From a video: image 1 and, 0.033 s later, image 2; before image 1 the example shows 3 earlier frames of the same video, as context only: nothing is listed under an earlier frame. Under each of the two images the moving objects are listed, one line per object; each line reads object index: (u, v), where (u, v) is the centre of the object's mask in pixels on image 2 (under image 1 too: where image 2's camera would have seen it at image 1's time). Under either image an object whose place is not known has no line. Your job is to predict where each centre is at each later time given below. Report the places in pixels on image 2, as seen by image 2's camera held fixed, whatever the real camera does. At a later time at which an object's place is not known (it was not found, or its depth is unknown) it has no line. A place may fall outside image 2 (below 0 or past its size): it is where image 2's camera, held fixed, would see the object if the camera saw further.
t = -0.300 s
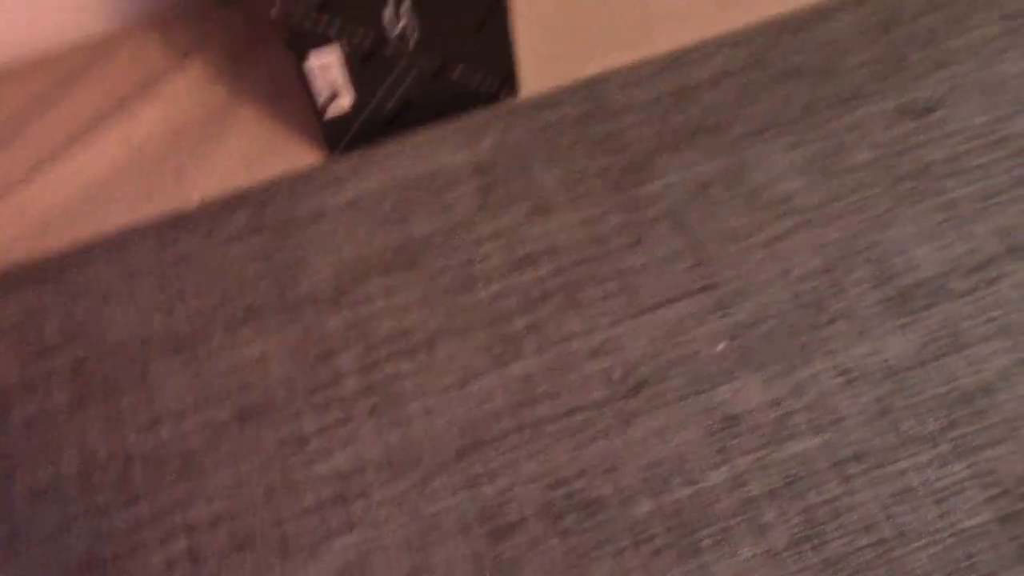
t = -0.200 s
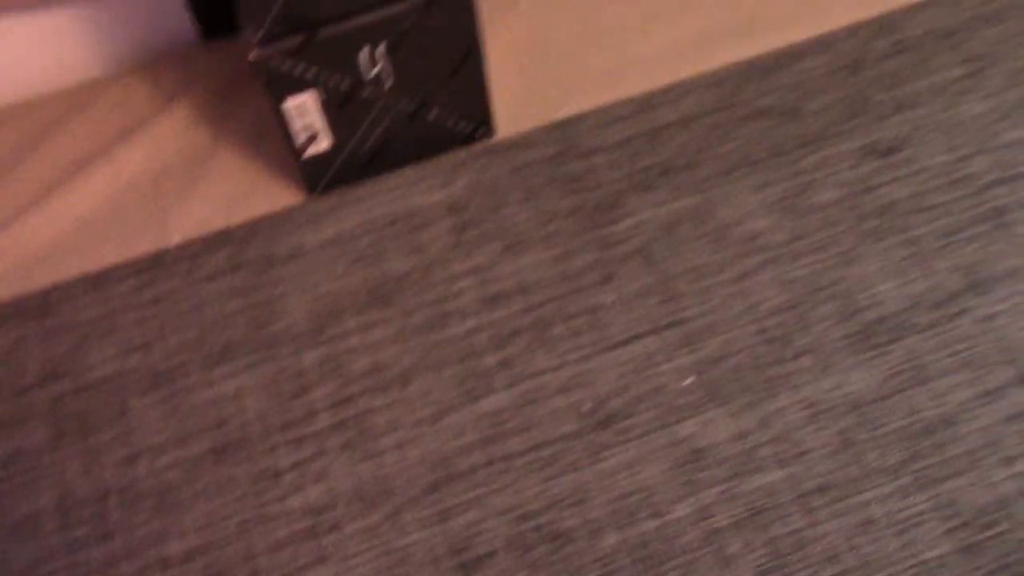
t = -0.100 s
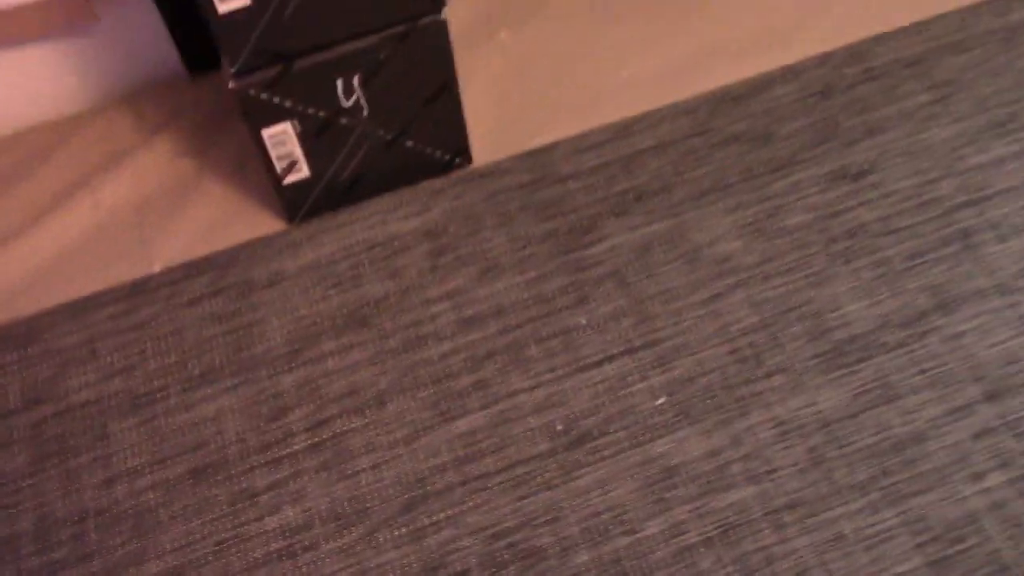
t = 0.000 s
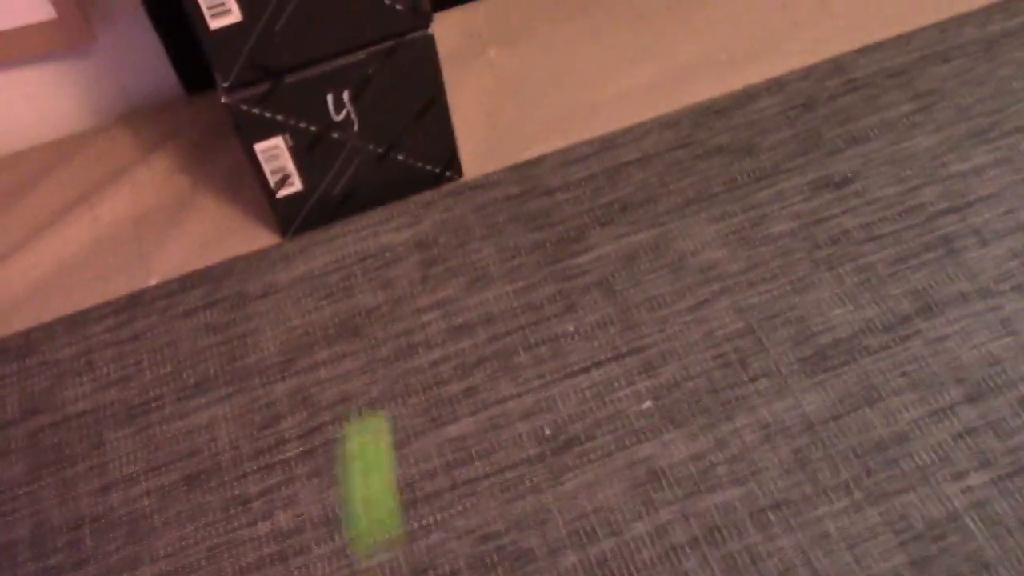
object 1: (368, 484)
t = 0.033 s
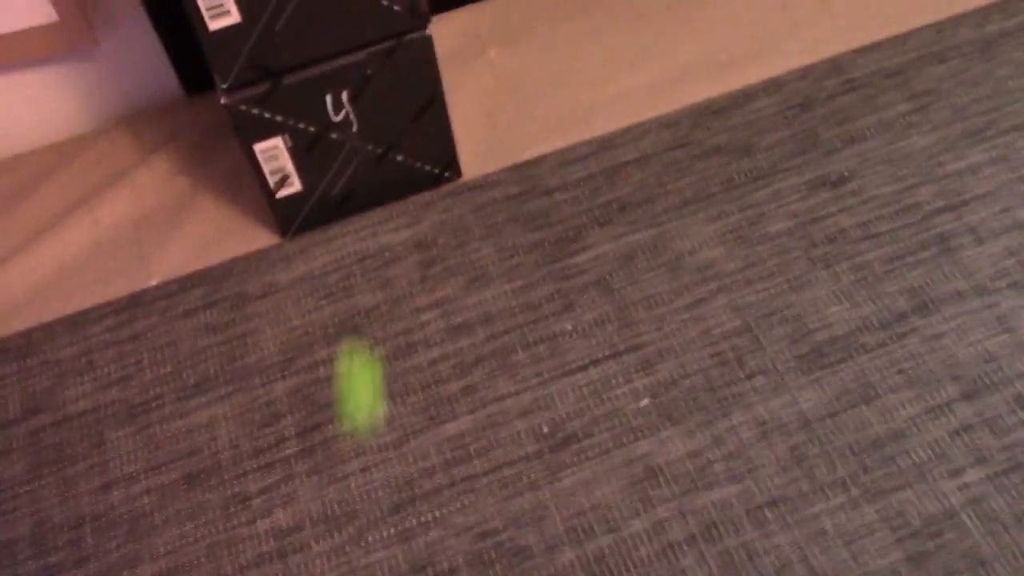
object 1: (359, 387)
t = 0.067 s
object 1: (356, 319)
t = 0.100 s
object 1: (338, 234)
